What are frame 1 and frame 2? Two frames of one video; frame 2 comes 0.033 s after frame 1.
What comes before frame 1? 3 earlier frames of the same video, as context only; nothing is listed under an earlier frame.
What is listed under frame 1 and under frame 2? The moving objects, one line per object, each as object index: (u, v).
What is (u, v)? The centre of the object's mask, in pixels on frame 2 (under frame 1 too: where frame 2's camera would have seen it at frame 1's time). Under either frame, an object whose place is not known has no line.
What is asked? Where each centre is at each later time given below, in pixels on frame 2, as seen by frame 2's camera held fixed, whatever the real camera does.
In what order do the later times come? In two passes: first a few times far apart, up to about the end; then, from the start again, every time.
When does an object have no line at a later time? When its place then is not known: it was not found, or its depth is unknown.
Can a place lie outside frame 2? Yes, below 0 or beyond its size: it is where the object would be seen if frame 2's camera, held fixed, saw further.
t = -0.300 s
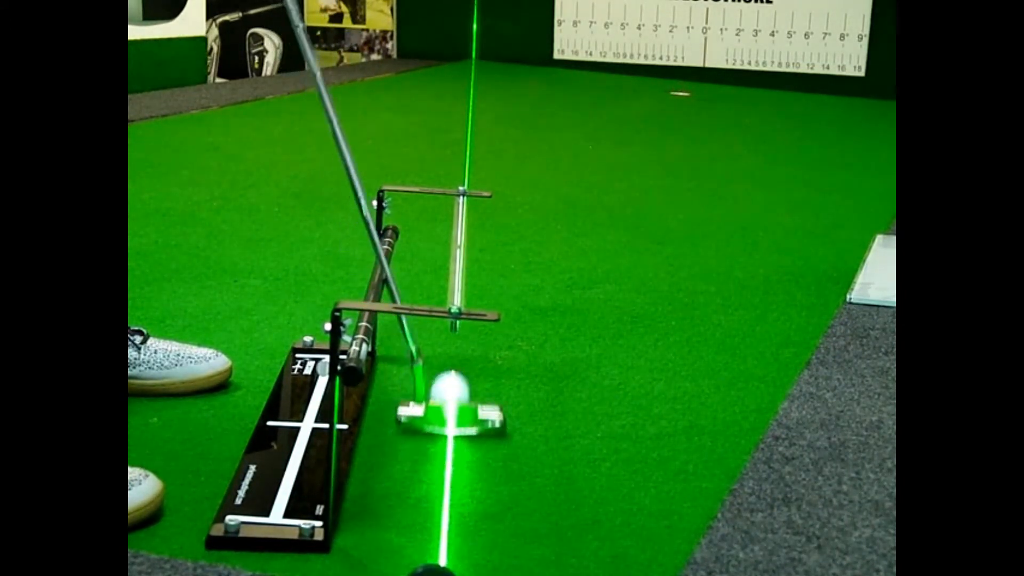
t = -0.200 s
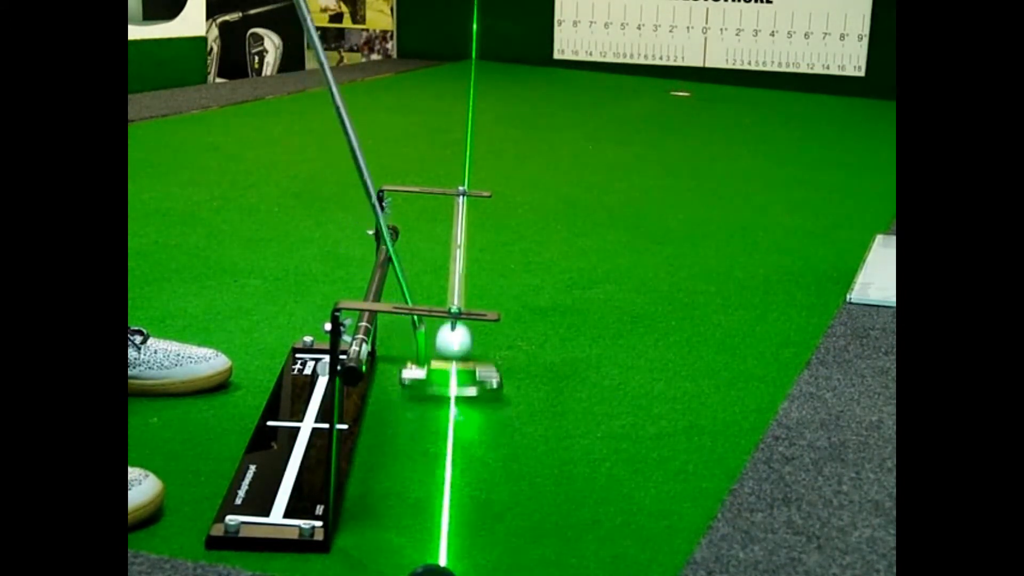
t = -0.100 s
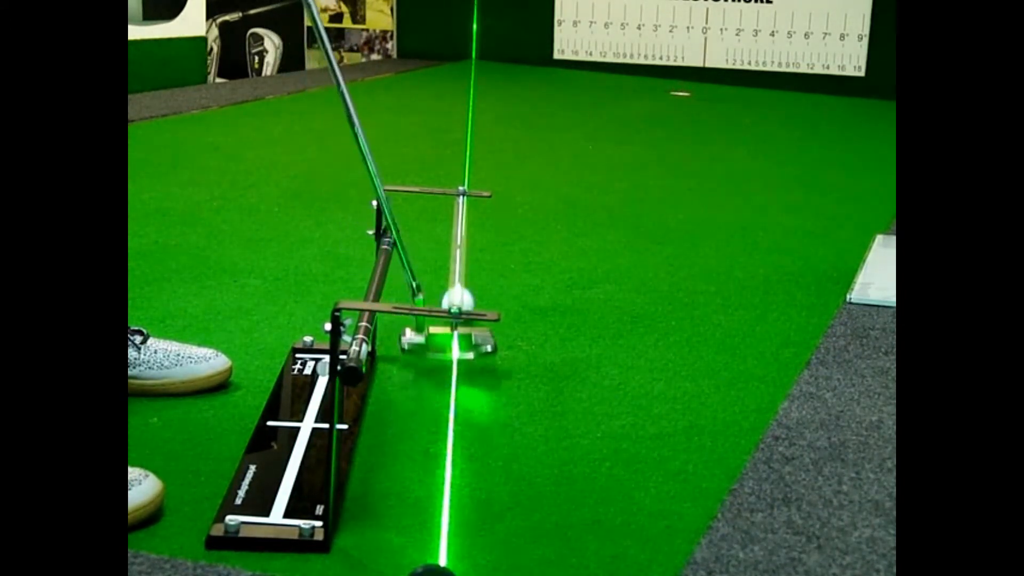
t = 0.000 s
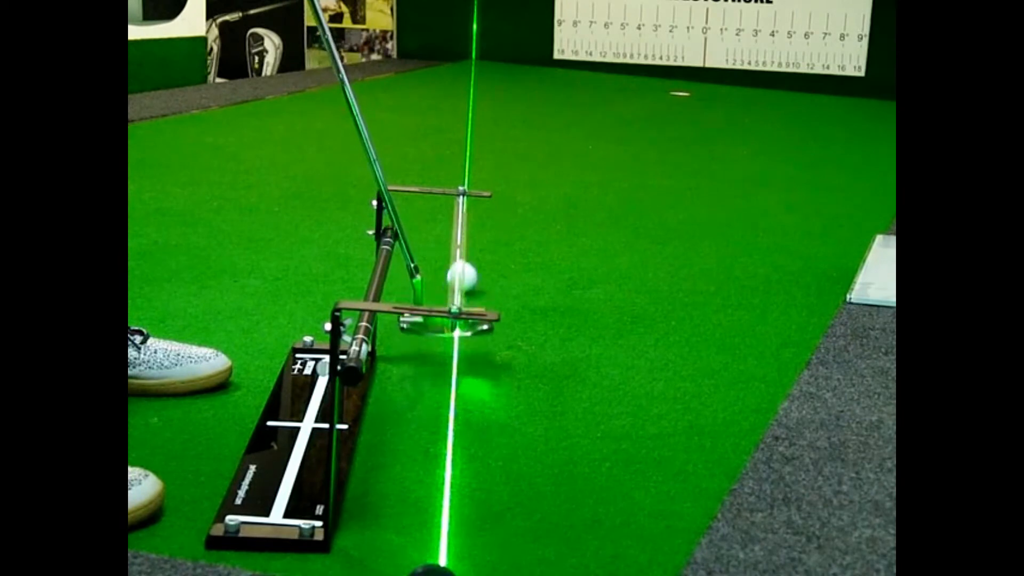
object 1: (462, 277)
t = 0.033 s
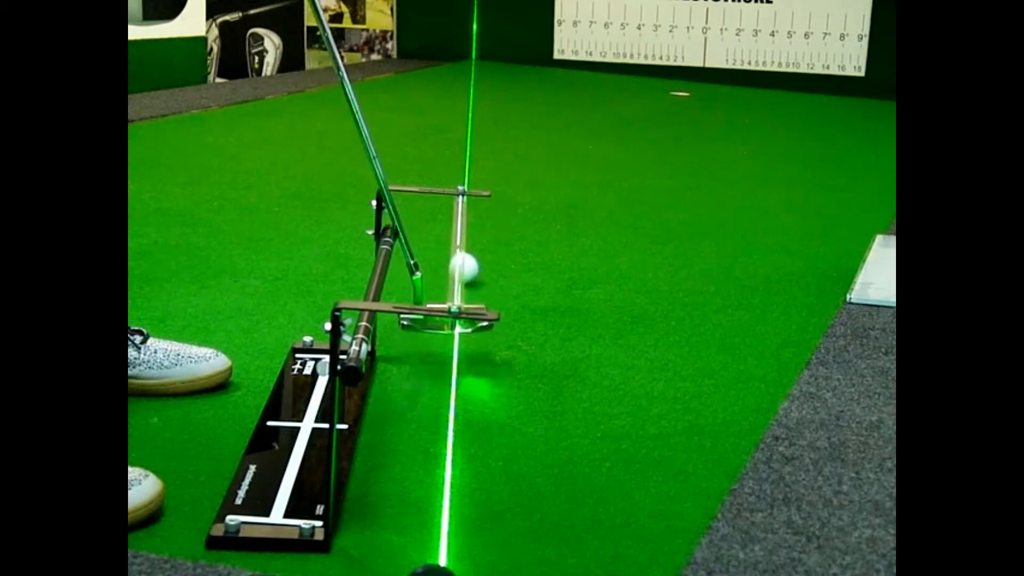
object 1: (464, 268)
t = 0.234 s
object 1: (472, 228)
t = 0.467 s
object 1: (479, 195)
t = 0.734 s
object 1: (488, 165)
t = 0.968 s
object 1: (498, 147)
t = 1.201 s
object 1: (510, 132)
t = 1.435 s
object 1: (525, 120)
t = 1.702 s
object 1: (545, 110)
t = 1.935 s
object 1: (562, 102)
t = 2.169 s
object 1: (581, 97)
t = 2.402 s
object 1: (602, 93)
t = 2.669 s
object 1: (628, 90)
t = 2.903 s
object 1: (653, 88)
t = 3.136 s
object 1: (677, 88)
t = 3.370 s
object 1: (678, 90)
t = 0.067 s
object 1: (466, 260)
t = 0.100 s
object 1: (467, 253)
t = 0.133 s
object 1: (469, 246)
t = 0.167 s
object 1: (471, 240)
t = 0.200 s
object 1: (472, 234)
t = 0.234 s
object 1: (472, 228)
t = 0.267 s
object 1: (473, 222)
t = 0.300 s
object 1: (474, 218)
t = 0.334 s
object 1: (475, 213)
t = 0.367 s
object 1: (476, 209)
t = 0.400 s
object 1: (476, 206)
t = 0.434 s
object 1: (478, 200)
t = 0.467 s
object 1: (479, 195)
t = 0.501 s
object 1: (480, 189)
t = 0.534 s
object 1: (481, 184)
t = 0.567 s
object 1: (482, 182)
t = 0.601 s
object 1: (483, 179)
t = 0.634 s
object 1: (485, 175)
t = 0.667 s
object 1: (486, 172)
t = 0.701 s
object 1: (487, 169)
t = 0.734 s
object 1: (488, 165)
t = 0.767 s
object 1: (490, 162)
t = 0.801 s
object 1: (491, 160)
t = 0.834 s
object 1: (492, 157)
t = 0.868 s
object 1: (494, 153)
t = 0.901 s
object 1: (495, 152)
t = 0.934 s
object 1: (496, 149)
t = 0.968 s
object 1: (498, 147)
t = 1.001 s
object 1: (499, 144)
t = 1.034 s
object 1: (501, 142)
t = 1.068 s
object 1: (503, 140)
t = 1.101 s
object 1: (505, 138)
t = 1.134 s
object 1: (507, 136)
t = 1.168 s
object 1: (508, 134)
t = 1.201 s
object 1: (510, 132)
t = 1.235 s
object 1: (512, 130)
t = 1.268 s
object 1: (514, 128)
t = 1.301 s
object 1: (516, 127)
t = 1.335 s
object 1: (518, 125)
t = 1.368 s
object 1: (521, 123)
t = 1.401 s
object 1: (523, 122)
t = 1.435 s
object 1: (525, 120)
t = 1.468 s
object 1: (527, 119)
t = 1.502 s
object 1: (530, 117)
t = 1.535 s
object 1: (532, 116)
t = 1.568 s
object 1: (535, 115)
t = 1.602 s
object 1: (537, 113)
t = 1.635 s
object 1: (540, 112)
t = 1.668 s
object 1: (542, 111)
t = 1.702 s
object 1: (545, 110)
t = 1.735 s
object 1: (547, 108)
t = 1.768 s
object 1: (549, 107)
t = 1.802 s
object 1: (552, 106)
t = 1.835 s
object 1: (554, 105)
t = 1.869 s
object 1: (557, 104)
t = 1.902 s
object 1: (559, 103)
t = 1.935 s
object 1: (562, 102)
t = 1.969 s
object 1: (564, 102)
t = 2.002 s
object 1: (567, 101)
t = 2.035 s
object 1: (569, 100)
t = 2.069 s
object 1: (572, 99)
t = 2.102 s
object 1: (575, 98)
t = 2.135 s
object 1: (578, 97)
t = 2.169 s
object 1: (581, 97)
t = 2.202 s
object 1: (584, 97)
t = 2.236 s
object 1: (587, 96)
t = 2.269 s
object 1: (590, 95)
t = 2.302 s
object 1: (592, 94)
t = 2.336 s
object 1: (595, 94)
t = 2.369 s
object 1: (599, 93)
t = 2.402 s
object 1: (602, 93)
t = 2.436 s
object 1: (605, 92)
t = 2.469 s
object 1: (608, 92)
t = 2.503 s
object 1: (612, 92)
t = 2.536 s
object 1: (615, 91)
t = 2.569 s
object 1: (618, 91)
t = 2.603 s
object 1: (622, 90)
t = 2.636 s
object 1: (625, 90)
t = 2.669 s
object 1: (628, 90)
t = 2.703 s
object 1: (632, 90)
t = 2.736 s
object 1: (635, 90)
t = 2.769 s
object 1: (639, 89)
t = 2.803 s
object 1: (643, 89)
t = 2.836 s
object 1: (646, 89)
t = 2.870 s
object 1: (650, 89)
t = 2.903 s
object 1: (653, 88)
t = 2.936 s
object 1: (657, 88)
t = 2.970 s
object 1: (660, 88)
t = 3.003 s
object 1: (664, 88)
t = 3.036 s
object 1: (667, 88)
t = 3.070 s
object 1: (670, 88)
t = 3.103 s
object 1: (673, 87)
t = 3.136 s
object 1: (677, 88)
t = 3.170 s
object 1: (680, 89)
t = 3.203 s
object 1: (683, 91)
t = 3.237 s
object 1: (686, 91)
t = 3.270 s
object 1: (685, 91)
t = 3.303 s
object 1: (682, 91)
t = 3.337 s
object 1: (678, 91)
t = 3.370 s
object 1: (678, 90)
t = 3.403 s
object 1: (677, 90)
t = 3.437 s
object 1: (676, 90)
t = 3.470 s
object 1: (676, 90)
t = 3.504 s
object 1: (677, 91)
